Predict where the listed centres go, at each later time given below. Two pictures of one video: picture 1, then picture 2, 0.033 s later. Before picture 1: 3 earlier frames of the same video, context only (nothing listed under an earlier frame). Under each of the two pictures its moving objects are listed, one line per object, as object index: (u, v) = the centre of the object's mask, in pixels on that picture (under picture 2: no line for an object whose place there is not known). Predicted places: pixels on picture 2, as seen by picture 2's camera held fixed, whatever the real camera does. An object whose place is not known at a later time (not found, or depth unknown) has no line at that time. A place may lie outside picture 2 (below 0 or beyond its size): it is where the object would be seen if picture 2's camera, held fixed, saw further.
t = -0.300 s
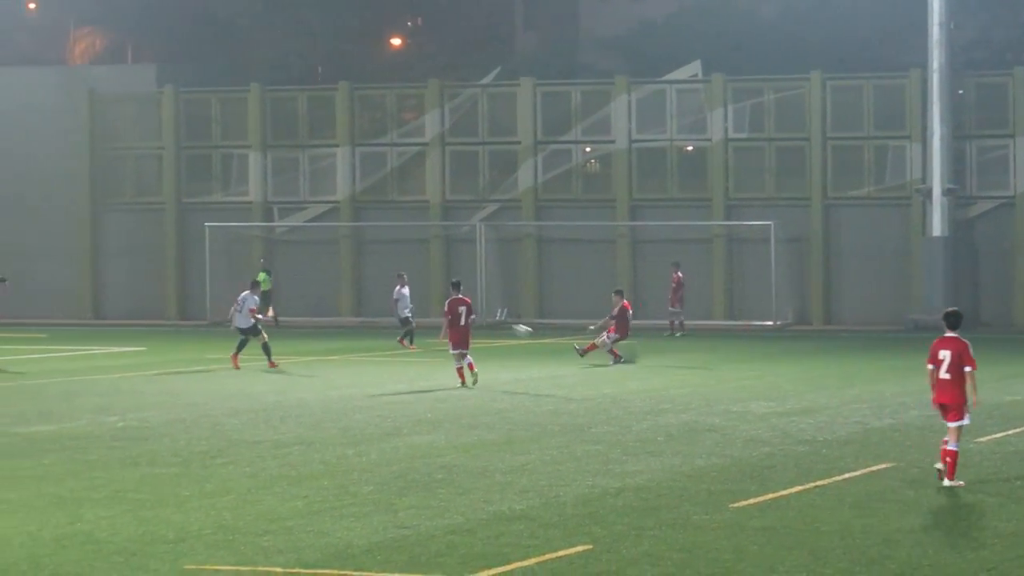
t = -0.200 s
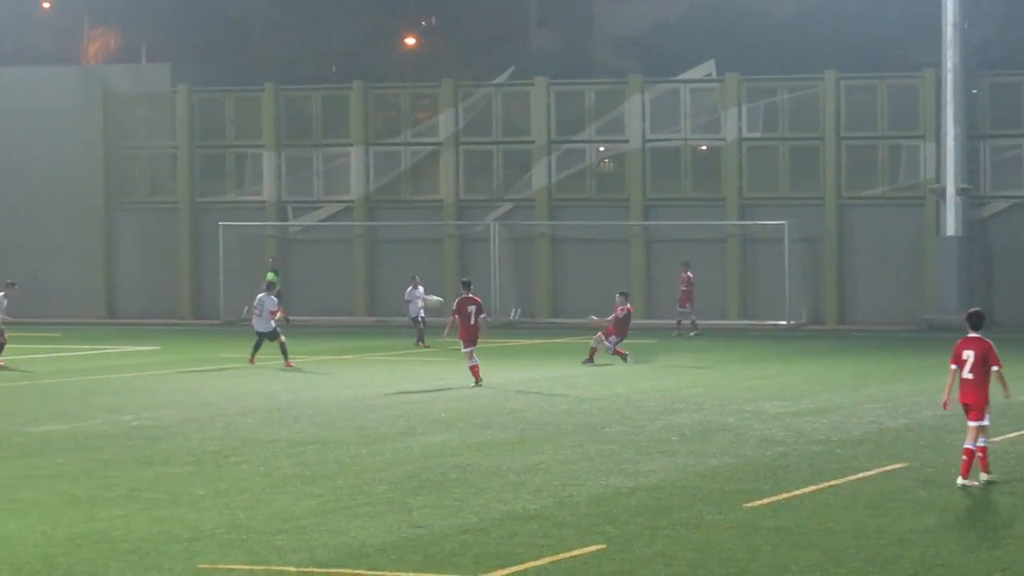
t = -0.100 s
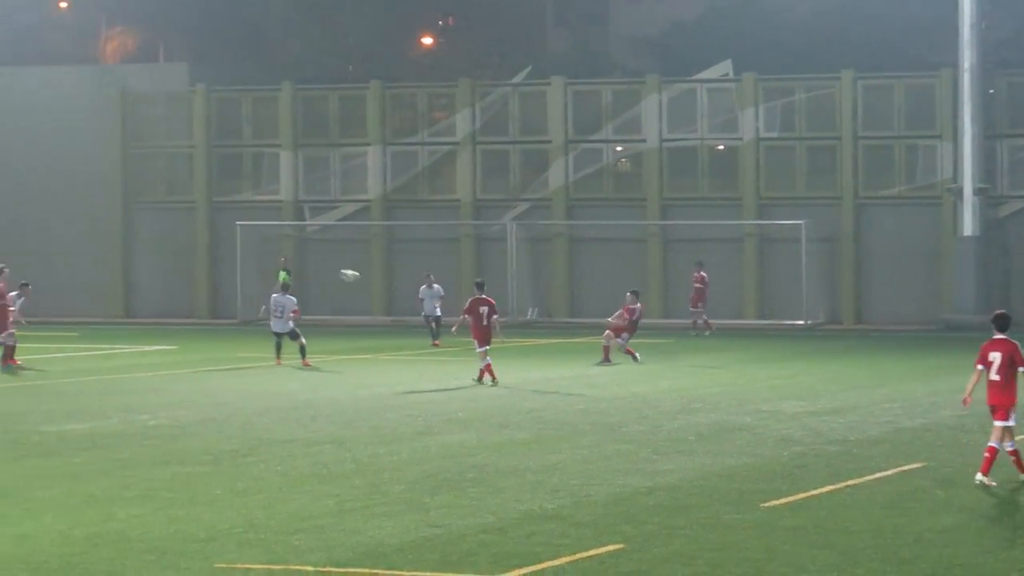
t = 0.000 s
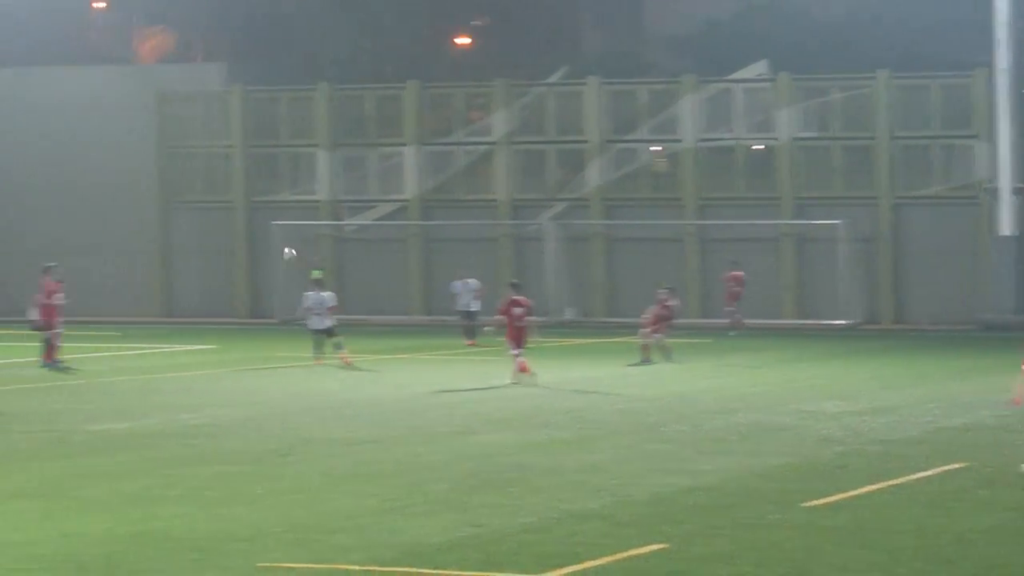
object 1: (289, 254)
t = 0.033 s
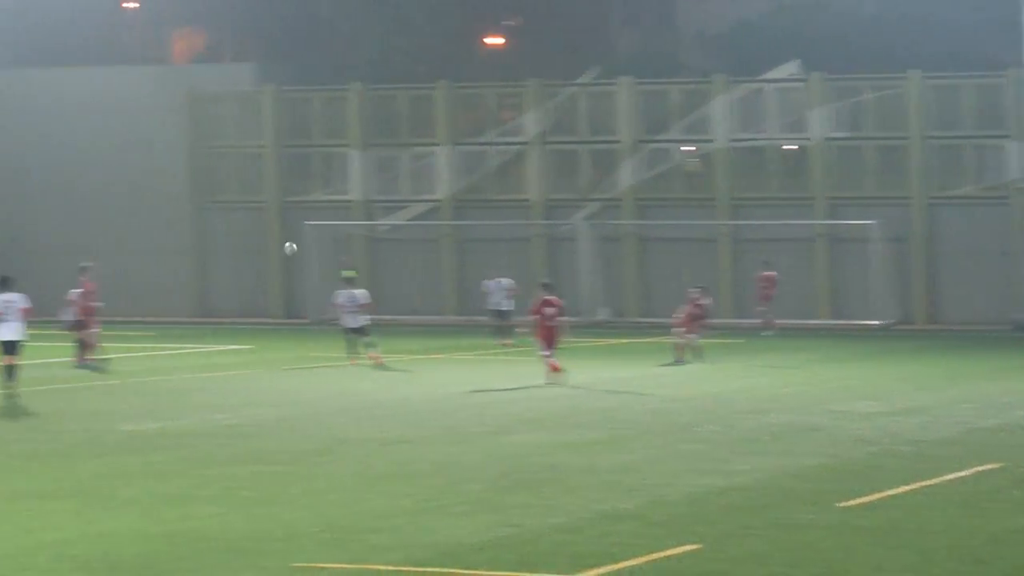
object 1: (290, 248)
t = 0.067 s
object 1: (265, 243)
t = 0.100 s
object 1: (235, 238)
